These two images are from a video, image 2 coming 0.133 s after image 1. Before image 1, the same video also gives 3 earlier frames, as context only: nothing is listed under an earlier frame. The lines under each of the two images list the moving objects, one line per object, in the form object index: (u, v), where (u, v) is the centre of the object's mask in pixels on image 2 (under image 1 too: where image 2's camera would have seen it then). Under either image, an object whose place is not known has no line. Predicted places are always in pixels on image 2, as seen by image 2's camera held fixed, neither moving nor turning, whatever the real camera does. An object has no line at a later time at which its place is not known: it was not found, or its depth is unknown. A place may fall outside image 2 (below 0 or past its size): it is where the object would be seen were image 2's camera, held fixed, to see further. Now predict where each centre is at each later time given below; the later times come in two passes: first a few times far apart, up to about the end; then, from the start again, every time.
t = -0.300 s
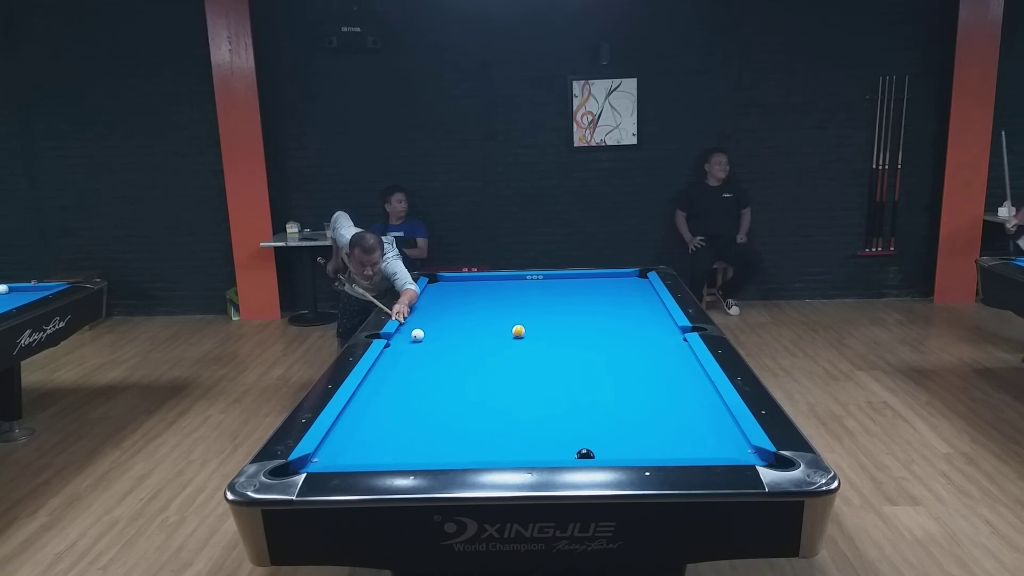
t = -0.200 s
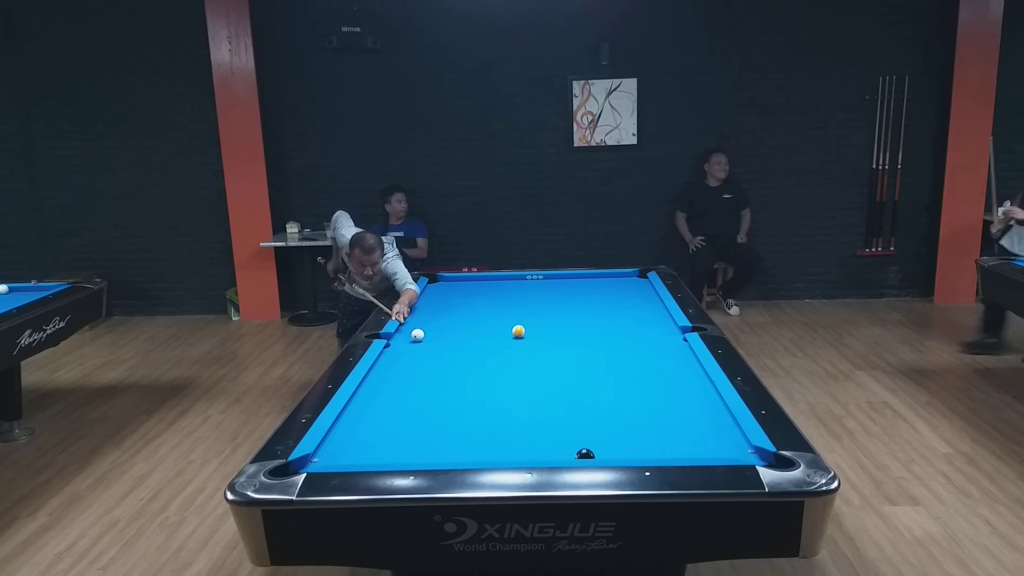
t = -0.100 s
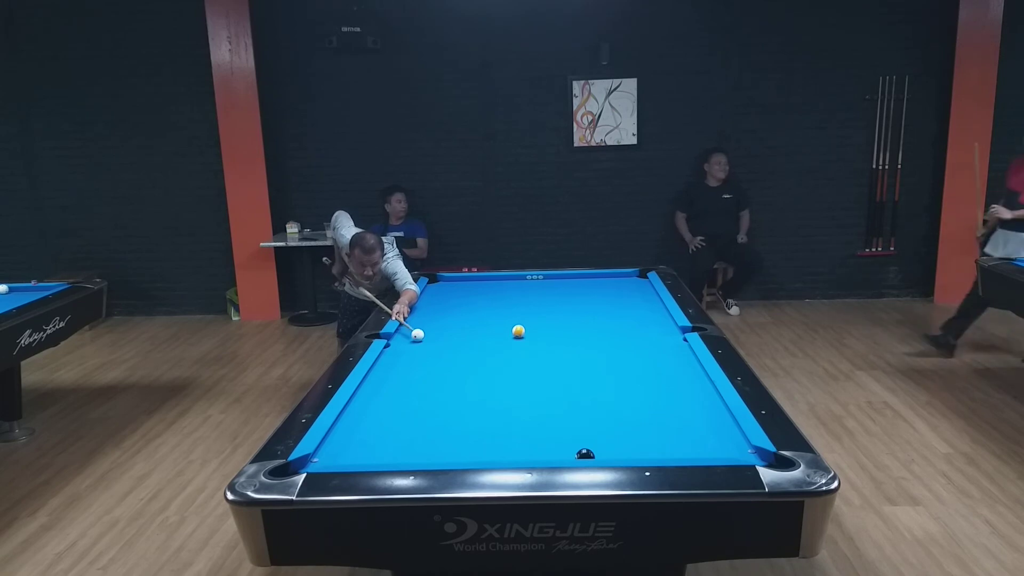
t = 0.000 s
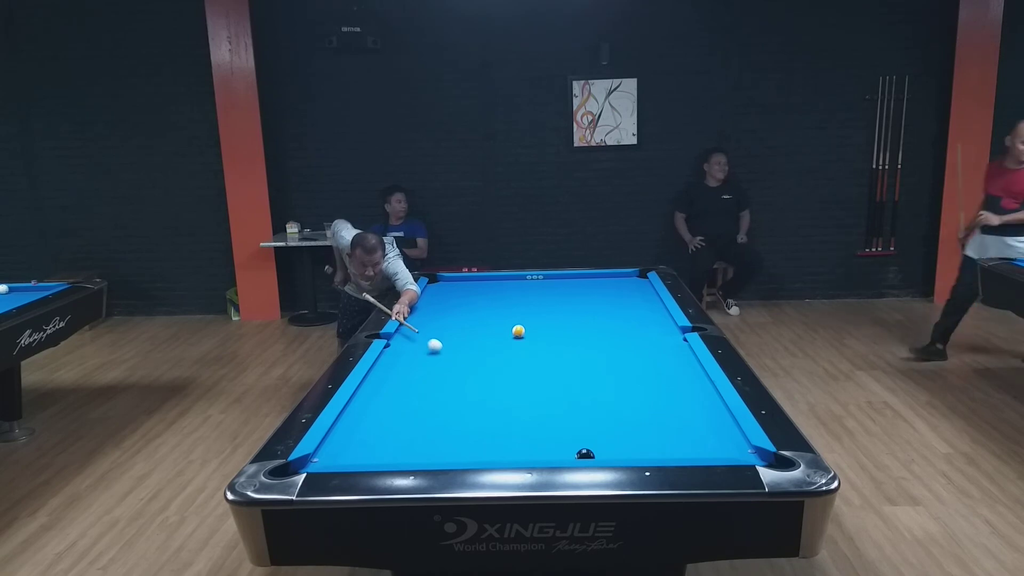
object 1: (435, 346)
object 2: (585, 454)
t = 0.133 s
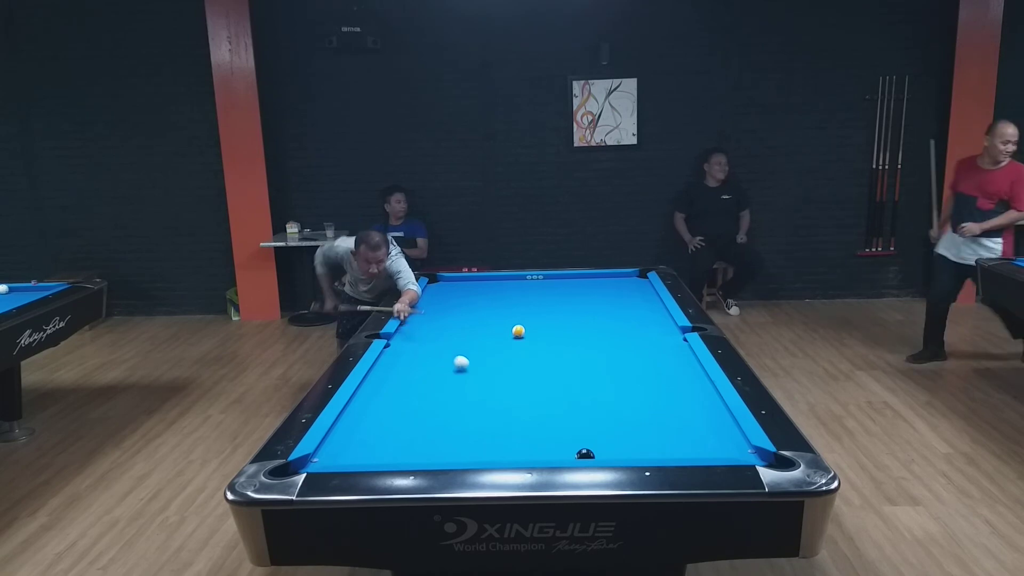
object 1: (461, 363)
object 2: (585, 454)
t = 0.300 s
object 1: (498, 387)
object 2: (585, 454)
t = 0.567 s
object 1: (576, 438)
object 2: (585, 454)
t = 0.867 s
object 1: (678, 447)
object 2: (573, 442)
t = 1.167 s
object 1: (721, 430)
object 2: (562, 425)
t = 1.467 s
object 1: (672, 414)
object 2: (553, 410)
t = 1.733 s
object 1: (635, 402)
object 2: (546, 398)
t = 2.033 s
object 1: (598, 389)
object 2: (538, 387)
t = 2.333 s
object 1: (566, 379)
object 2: (532, 378)
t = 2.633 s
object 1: (540, 370)
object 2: (524, 369)
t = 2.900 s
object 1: (531, 365)
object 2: (510, 361)
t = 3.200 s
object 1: (522, 359)
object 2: (496, 353)
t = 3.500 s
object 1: (514, 354)
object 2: (483, 347)
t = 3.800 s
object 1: (506, 350)
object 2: (472, 341)
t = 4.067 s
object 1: (501, 346)
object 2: (462, 336)
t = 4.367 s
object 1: (496, 343)
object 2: (453, 331)
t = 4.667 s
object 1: (491, 340)
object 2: (445, 327)
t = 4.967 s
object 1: (487, 338)
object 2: (438, 323)
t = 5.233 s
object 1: (484, 336)
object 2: (432, 320)
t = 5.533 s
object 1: (481, 334)
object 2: (427, 317)
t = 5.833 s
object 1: (478, 333)
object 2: (421, 314)
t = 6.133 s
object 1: (477, 332)
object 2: (417, 312)
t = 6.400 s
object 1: (476, 331)
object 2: (415, 310)
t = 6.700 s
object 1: (475, 331)
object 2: (418, 309)
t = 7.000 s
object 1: (475, 331)
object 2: (420, 308)
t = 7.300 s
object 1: (475, 331)
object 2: (422, 307)
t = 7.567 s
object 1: (475, 331)
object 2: (422, 307)
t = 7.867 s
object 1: (475, 331)
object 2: (422, 307)
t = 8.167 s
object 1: (475, 331)
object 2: (422, 308)
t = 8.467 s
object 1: (475, 331)
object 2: (422, 307)
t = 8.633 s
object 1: (475, 331)
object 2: (422, 308)
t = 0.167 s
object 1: (468, 368)
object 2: (585, 454)
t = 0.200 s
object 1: (475, 372)
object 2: (585, 454)
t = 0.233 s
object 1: (483, 377)
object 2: (585, 454)
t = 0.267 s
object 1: (491, 382)
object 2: (585, 454)
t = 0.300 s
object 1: (498, 387)
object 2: (585, 454)
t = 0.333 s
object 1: (507, 392)
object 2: (585, 454)
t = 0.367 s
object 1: (515, 398)
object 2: (585, 454)
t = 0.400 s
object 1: (525, 404)
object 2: (585, 454)
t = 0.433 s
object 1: (534, 412)
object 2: (585, 454)
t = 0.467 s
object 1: (544, 418)
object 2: (585, 454)
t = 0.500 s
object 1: (554, 423)
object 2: (585, 454)
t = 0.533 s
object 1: (565, 432)
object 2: (585, 454)
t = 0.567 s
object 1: (576, 438)
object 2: (585, 454)
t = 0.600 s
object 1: (587, 444)
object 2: (585, 454)
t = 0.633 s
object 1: (602, 450)
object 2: (583, 454)
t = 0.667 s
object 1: (618, 452)
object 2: (581, 453)
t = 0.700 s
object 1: (633, 454)
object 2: (580, 451)
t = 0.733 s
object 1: (642, 452)
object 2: (578, 450)
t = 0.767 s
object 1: (651, 450)
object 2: (577, 449)
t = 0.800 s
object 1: (660, 449)
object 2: (576, 447)
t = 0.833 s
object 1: (669, 448)
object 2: (574, 445)
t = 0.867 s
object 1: (678, 447)
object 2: (573, 442)
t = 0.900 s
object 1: (687, 446)
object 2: (572, 440)
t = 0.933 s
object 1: (696, 444)
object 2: (570, 438)
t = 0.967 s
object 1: (704, 441)
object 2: (569, 436)
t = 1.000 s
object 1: (712, 439)
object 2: (568, 434)
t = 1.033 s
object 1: (720, 437)
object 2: (567, 432)
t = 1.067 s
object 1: (729, 436)
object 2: (566, 430)
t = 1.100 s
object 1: (734, 434)
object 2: (564, 428)
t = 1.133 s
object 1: (727, 432)
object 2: (563, 426)
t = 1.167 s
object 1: (721, 430)
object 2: (562, 425)
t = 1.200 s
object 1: (715, 428)
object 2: (561, 423)
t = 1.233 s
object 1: (709, 426)
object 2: (560, 421)
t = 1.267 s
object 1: (704, 424)
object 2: (559, 419)
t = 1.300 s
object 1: (698, 422)
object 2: (558, 418)
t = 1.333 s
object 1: (693, 421)
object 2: (557, 416)
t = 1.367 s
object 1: (688, 419)
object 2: (556, 414)
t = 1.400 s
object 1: (682, 417)
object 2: (555, 413)
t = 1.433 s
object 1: (678, 416)
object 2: (554, 411)
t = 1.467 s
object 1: (672, 414)
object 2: (553, 410)
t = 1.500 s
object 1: (667, 412)
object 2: (552, 408)
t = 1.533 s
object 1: (662, 411)
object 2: (551, 407)
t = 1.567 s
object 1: (658, 409)
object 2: (550, 405)
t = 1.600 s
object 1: (653, 407)
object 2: (549, 404)
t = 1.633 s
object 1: (648, 406)
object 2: (548, 402)
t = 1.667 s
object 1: (644, 404)
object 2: (547, 401)
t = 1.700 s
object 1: (639, 403)
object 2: (546, 400)
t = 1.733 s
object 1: (635, 402)
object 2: (546, 398)
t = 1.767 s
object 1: (630, 400)
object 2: (545, 397)
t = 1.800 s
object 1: (626, 399)
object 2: (544, 396)
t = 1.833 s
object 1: (622, 397)
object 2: (543, 394)
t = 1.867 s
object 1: (618, 396)
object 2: (542, 393)
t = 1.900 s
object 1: (614, 394)
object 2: (542, 392)
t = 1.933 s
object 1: (610, 393)
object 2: (541, 391)
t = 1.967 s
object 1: (606, 392)
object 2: (540, 389)
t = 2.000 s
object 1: (602, 390)
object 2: (539, 388)
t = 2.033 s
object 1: (598, 389)
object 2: (538, 387)
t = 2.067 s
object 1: (594, 388)
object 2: (538, 386)
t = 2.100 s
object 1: (591, 387)
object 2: (537, 385)
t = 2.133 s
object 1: (587, 386)
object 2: (536, 384)
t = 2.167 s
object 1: (583, 384)
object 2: (535, 383)
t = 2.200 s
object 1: (580, 383)
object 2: (535, 382)
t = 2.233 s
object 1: (576, 382)
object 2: (534, 381)
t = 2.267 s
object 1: (573, 381)
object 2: (533, 380)
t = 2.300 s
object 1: (569, 380)
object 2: (533, 379)
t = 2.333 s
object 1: (566, 379)
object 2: (532, 378)
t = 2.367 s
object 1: (562, 378)
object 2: (532, 377)
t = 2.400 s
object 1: (559, 377)
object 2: (531, 376)
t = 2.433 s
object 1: (556, 376)
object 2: (530, 375)
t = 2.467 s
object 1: (553, 375)
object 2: (530, 373)
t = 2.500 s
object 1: (550, 374)
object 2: (529, 373)
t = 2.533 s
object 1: (546, 373)
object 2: (528, 372)
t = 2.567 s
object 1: (543, 372)
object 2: (528, 371)
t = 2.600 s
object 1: (541, 371)
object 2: (526, 370)
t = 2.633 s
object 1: (540, 370)
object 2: (524, 369)
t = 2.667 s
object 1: (539, 369)
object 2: (522, 368)
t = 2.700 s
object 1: (538, 369)
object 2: (520, 367)
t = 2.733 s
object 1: (536, 368)
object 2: (519, 366)
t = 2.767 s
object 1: (535, 367)
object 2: (517, 365)
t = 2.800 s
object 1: (534, 367)
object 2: (515, 364)
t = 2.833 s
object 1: (533, 366)
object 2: (513, 363)
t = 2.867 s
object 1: (532, 365)
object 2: (512, 362)
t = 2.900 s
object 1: (531, 365)
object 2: (510, 361)
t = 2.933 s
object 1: (530, 364)
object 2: (508, 360)
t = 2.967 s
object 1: (529, 363)
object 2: (507, 359)
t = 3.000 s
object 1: (528, 363)
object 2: (505, 358)
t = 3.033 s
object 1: (527, 362)
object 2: (503, 358)
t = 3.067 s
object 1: (526, 361)
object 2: (502, 357)
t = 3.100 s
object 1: (524, 361)
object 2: (500, 356)
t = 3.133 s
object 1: (523, 360)
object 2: (499, 355)
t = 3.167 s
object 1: (523, 359)
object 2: (497, 354)
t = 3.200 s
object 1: (522, 359)
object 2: (496, 353)
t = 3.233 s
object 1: (521, 358)
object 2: (494, 353)
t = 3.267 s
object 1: (520, 358)
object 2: (493, 352)
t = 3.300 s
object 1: (519, 357)
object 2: (491, 351)
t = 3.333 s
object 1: (518, 357)
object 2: (490, 350)
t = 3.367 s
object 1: (517, 356)
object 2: (489, 350)
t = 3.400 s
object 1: (516, 356)
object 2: (487, 349)
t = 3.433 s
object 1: (515, 355)
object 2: (486, 348)
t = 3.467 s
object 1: (514, 354)
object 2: (485, 347)
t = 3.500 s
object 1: (514, 354)
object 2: (483, 347)
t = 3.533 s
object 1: (513, 353)
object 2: (482, 346)
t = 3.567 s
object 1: (512, 353)
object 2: (481, 345)
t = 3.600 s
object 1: (511, 352)
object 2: (479, 345)
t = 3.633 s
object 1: (510, 352)
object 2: (478, 344)
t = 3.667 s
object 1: (510, 351)
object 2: (477, 343)
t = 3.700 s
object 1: (509, 351)
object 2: (475, 343)
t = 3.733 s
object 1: (508, 350)
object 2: (474, 342)
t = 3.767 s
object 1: (507, 350)
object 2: (473, 341)
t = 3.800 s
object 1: (506, 350)
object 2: (472, 341)
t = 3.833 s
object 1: (506, 349)
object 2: (471, 340)
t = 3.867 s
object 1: (505, 349)
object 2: (469, 339)
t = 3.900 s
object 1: (504, 348)
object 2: (468, 339)
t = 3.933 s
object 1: (504, 348)
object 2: (467, 338)
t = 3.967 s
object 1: (503, 347)
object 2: (466, 338)
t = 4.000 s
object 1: (502, 347)
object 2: (465, 337)
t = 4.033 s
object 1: (502, 347)
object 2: (463, 337)
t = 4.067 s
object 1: (501, 346)
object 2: (462, 336)
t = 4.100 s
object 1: (500, 346)
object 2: (461, 335)
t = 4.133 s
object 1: (500, 345)
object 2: (460, 335)
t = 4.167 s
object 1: (499, 345)
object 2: (459, 334)
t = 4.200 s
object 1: (499, 345)
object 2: (458, 334)
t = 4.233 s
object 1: (498, 344)
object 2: (457, 333)
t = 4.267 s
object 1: (497, 344)
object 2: (456, 333)
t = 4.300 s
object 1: (497, 344)
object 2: (455, 332)
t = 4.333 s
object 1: (496, 343)
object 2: (454, 332)
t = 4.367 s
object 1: (496, 343)
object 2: (453, 331)
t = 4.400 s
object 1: (495, 343)
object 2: (452, 331)
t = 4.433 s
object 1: (494, 342)
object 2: (451, 330)
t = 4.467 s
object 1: (494, 342)
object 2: (450, 330)
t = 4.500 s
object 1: (493, 341)
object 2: (449, 329)
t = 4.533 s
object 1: (493, 341)
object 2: (449, 329)
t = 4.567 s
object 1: (492, 341)
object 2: (448, 328)
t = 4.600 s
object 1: (492, 341)
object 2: (447, 328)
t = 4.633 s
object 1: (491, 340)
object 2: (446, 328)
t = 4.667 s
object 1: (491, 340)
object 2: (445, 327)
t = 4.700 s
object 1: (490, 340)
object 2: (444, 326)
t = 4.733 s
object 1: (490, 339)
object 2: (444, 326)
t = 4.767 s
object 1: (489, 339)
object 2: (443, 326)
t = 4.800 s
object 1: (489, 339)
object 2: (442, 325)
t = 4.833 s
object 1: (488, 339)
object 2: (441, 325)
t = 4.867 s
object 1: (488, 338)
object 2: (440, 324)
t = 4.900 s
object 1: (488, 338)
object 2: (439, 324)
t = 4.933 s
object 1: (487, 338)
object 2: (439, 324)
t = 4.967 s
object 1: (487, 338)
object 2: (438, 323)
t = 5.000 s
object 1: (486, 337)
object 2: (437, 323)
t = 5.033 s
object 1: (486, 337)
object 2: (436, 322)
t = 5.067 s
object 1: (486, 337)
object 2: (436, 322)
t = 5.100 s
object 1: (485, 337)
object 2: (435, 321)
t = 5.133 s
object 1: (485, 337)
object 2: (434, 321)
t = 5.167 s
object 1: (484, 336)
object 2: (433, 321)
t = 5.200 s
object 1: (484, 336)
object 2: (433, 320)
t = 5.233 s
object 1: (484, 336)
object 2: (432, 320)
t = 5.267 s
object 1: (483, 336)
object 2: (431, 320)
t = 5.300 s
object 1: (483, 335)
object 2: (431, 319)
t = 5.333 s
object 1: (483, 335)
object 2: (430, 319)
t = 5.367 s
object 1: (482, 335)
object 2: (430, 319)
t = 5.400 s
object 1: (482, 335)
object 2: (429, 318)
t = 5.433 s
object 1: (482, 335)
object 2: (428, 318)
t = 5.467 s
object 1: (481, 335)
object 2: (428, 318)
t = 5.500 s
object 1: (481, 334)
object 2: (427, 317)
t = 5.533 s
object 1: (481, 334)
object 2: (427, 317)
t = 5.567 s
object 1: (480, 334)
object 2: (426, 317)
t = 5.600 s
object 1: (480, 334)
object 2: (425, 317)
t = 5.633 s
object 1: (480, 334)
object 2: (425, 316)
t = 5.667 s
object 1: (479, 334)
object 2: (424, 316)
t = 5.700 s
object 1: (479, 333)
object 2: (424, 316)
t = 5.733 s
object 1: (479, 333)
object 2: (423, 315)
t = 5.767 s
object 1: (479, 333)
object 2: (423, 315)
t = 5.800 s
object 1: (479, 333)
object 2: (422, 315)
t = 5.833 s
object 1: (478, 333)
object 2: (421, 314)
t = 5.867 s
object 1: (478, 333)
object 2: (421, 314)
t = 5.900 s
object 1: (478, 333)
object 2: (420, 314)
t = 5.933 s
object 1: (478, 333)
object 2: (420, 313)
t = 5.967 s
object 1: (477, 332)
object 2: (420, 313)
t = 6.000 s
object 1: (477, 332)
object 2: (419, 313)
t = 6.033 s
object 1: (477, 332)
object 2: (419, 313)
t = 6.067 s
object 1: (477, 332)
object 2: (418, 312)
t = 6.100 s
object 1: (477, 332)
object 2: (418, 312)
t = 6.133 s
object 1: (477, 332)
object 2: (417, 312)
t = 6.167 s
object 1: (477, 332)
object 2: (417, 312)
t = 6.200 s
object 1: (477, 332)
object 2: (416, 312)
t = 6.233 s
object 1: (476, 331)
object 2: (416, 311)
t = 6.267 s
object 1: (476, 331)
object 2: (416, 311)
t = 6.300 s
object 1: (476, 331)
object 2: (415, 311)
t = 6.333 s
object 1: (476, 331)
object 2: (415, 311)
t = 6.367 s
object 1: (476, 331)
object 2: (415, 310)
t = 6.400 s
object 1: (476, 331)
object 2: (415, 310)
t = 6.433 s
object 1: (476, 331)
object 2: (416, 310)
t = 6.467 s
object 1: (476, 331)
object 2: (416, 310)
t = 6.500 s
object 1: (476, 331)
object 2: (416, 310)
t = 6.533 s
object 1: (475, 331)
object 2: (416, 310)
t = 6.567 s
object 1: (475, 331)
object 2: (417, 310)
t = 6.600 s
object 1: (475, 331)
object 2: (417, 310)
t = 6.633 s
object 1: (475, 331)
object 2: (417, 309)
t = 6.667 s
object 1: (475, 331)
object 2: (418, 309)
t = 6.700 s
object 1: (475, 331)
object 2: (418, 309)
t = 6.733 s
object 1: (475, 331)
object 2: (418, 309)
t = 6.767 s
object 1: (475, 331)
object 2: (419, 309)
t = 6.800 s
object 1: (475, 331)
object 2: (419, 309)
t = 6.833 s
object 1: (475, 331)
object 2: (419, 309)
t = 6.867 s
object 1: (475, 331)
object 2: (419, 308)
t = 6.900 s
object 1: (475, 331)
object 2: (420, 308)
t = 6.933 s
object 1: (475, 331)
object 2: (420, 308)
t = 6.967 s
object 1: (475, 331)
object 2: (420, 308)
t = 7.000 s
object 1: (475, 331)
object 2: (420, 308)
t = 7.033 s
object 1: (475, 331)
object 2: (421, 308)
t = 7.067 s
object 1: (475, 331)
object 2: (421, 308)
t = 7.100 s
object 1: (475, 331)
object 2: (421, 308)
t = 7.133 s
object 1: (475, 331)
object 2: (421, 308)
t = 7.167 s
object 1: (475, 331)
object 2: (421, 307)
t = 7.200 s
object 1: (475, 331)
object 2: (421, 307)
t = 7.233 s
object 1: (475, 331)
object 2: (422, 307)
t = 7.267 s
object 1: (475, 331)
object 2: (422, 307)
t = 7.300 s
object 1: (475, 331)
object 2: (422, 307)
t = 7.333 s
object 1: (475, 331)
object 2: (422, 307)
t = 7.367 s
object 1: (475, 331)
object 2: (422, 307)
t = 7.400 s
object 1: (475, 331)
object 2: (422, 307)
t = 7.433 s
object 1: (475, 331)
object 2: (422, 307)
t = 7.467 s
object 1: (475, 331)
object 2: (422, 307)
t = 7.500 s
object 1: (475, 331)
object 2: (422, 307)
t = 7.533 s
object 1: (475, 331)
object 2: (422, 307)
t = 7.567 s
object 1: (475, 331)
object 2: (422, 307)
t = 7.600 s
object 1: (475, 331)
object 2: (422, 307)
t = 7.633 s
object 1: (475, 331)
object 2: (422, 307)
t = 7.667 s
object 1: (475, 331)
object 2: (422, 307)
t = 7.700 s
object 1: (475, 331)
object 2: (422, 307)
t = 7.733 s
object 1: (475, 331)
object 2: (422, 307)
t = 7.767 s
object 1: (475, 331)
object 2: (422, 307)
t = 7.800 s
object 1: (475, 331)
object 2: (422, 307)
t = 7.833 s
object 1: (475, 331)
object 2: (422, 307)
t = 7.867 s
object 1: (475, 331)
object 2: (422, 307)
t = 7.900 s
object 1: (475, 331)
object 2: (422, 307)
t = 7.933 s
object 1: (475, 331)
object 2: (422, 307)
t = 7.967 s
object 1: (475, 331)
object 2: (422, 307)
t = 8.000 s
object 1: (475, 331)
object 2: (422, 307)
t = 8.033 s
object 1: (475, 331)
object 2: (422, 307)
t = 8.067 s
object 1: (475, 331)
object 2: (422, 307)
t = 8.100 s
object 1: (475, 331)
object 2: (422, 307)
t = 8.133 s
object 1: (475, 331)
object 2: (422, 308)
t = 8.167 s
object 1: (475, 331)
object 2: (422, 308)
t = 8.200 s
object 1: (475, 331)
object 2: (422, 307)
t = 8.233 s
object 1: (475, 331)
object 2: (422, 308)
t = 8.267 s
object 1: (475, 331)
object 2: (422, 308)
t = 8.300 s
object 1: (475, 331)
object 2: (422, 307)
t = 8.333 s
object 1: (475, 331)
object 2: (422, 307)
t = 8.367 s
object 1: (475, 331)
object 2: (422, 307)
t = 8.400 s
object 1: (475, 331)
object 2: (422, 307)
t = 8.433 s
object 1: (475, 331)
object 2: (422, 307)
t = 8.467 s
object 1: (475, 331)
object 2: (422, 307)
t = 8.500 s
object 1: (475, 331)
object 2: (422, 307)
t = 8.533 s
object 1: (475, 331)
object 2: (422, 307)
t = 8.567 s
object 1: (475, 331)
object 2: (422, 307)
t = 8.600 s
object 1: (475, 331)
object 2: (422, 307)
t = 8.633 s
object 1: (475, 331)
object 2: (422, 308)
